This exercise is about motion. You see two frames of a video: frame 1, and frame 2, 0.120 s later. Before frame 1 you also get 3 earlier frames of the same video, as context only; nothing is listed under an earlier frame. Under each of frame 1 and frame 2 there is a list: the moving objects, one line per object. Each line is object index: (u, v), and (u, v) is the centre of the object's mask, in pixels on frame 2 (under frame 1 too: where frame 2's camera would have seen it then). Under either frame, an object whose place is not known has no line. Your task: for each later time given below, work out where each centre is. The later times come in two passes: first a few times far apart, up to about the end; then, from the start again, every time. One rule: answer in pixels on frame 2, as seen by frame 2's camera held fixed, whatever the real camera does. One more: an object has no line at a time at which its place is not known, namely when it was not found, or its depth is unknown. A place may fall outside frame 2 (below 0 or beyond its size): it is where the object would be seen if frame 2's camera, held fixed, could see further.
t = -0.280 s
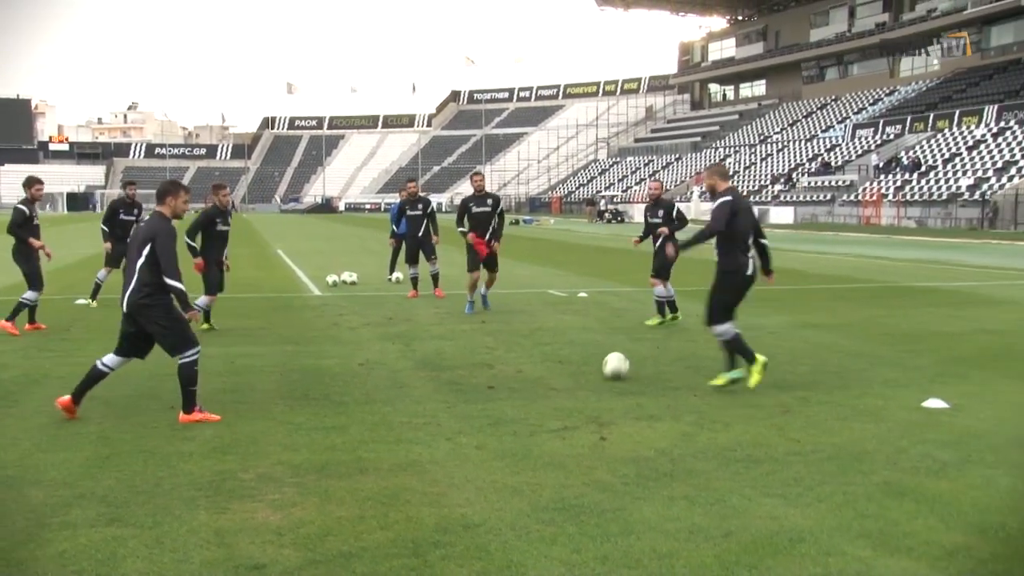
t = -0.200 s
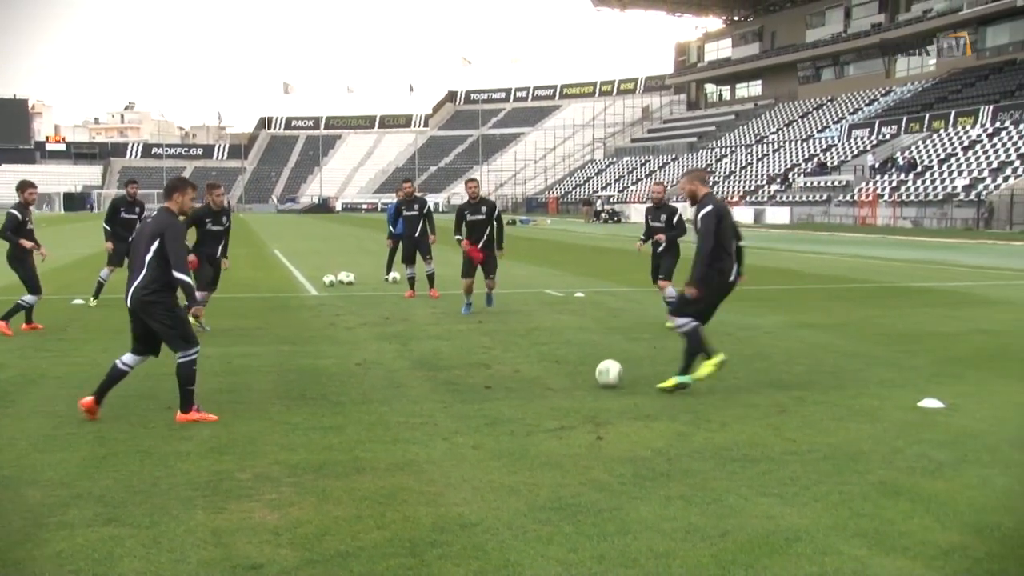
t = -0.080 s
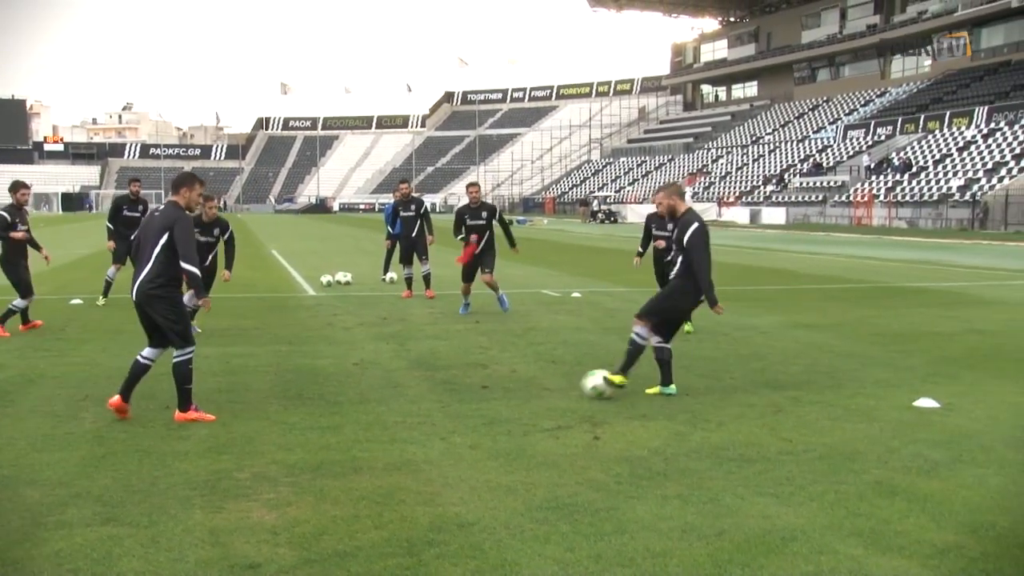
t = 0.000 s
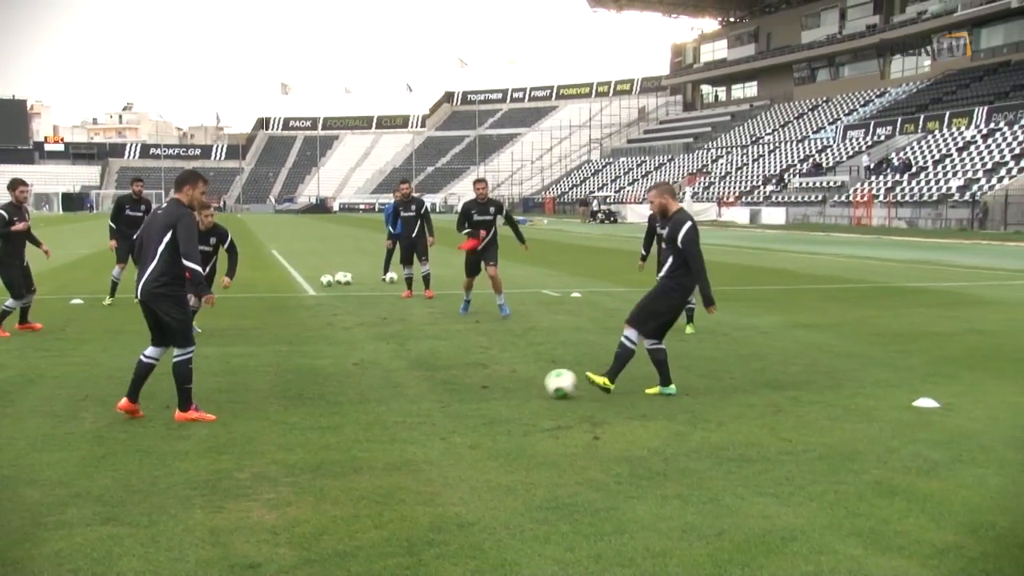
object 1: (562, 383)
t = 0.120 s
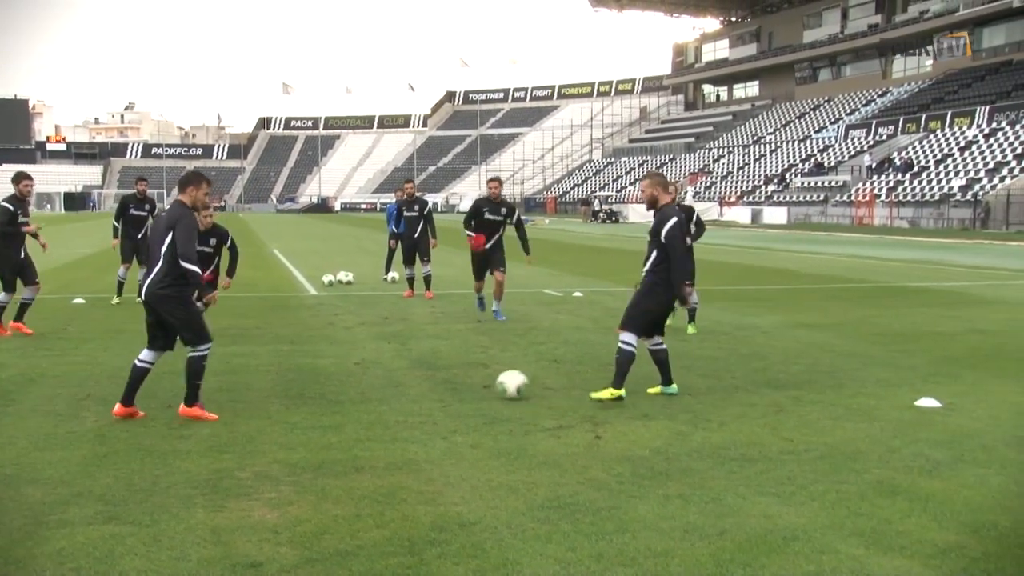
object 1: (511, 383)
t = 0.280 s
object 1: (447, 386)
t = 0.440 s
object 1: (385, 388)
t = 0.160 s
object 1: (495, 385)
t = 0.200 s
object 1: (479, 386)
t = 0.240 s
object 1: (463, 386)
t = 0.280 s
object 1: (447, 386)
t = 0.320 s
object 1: (431, 387)
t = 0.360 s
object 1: (416, 387)
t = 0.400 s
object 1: (401, 388)
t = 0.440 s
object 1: (385, 388)
